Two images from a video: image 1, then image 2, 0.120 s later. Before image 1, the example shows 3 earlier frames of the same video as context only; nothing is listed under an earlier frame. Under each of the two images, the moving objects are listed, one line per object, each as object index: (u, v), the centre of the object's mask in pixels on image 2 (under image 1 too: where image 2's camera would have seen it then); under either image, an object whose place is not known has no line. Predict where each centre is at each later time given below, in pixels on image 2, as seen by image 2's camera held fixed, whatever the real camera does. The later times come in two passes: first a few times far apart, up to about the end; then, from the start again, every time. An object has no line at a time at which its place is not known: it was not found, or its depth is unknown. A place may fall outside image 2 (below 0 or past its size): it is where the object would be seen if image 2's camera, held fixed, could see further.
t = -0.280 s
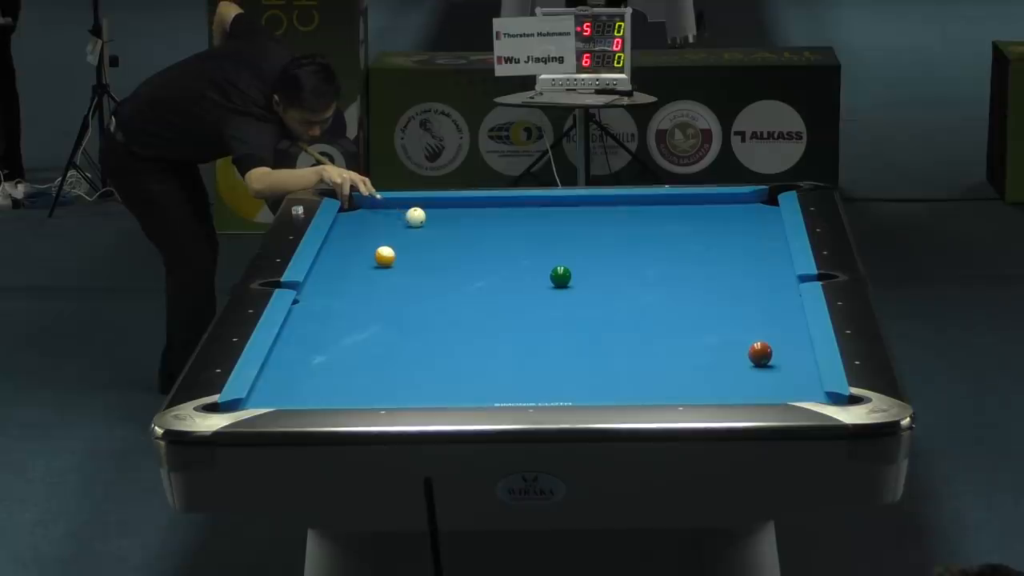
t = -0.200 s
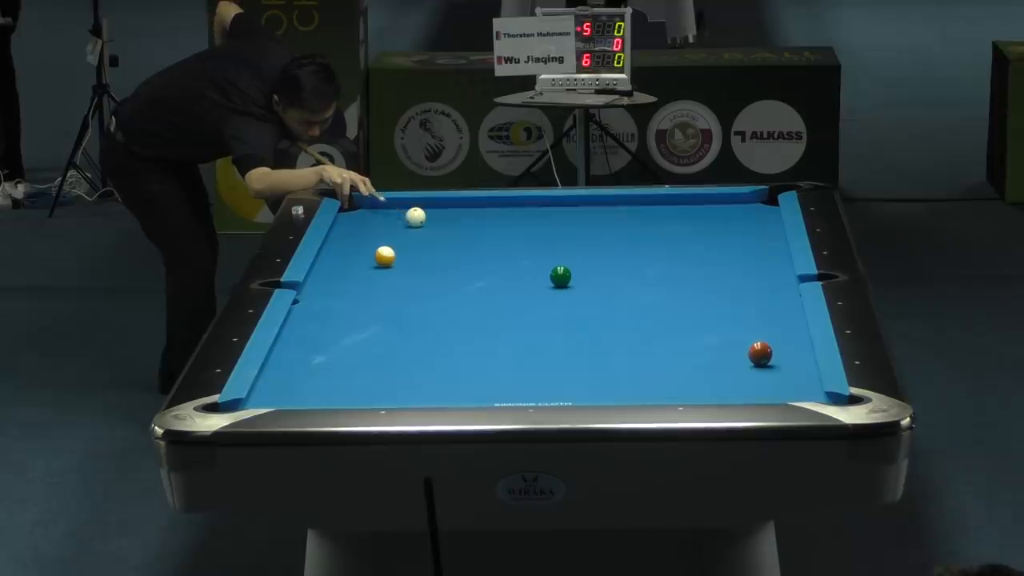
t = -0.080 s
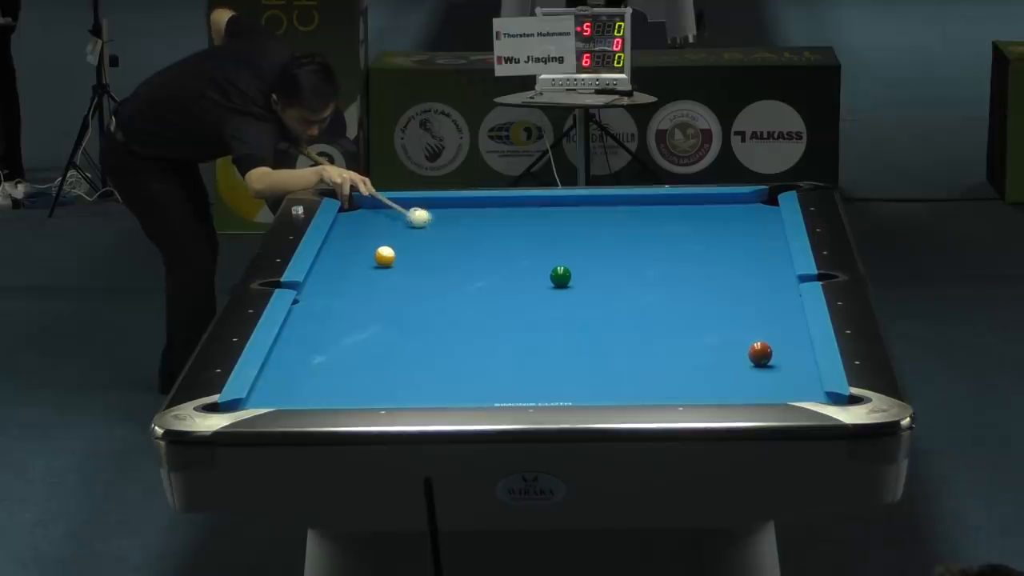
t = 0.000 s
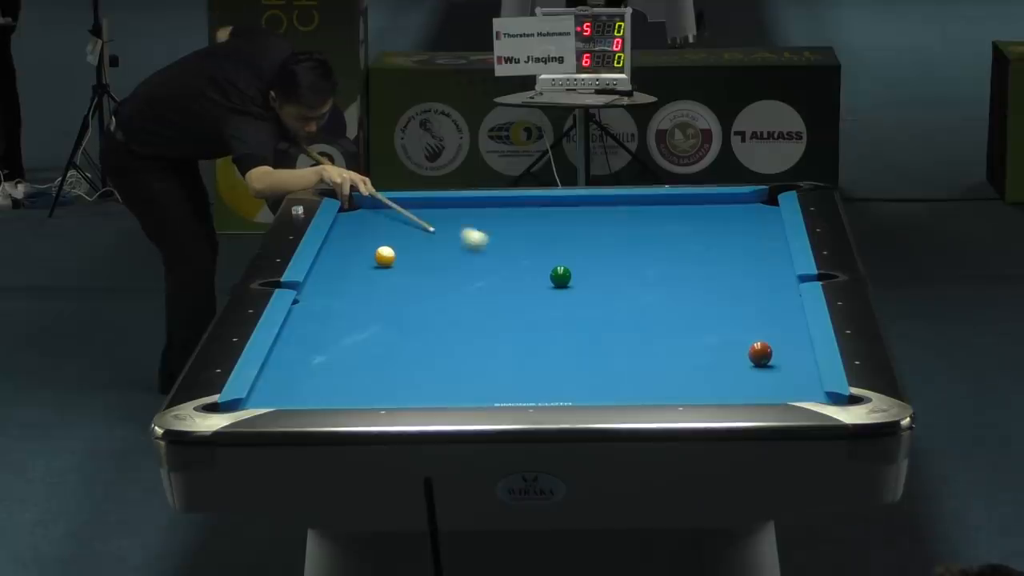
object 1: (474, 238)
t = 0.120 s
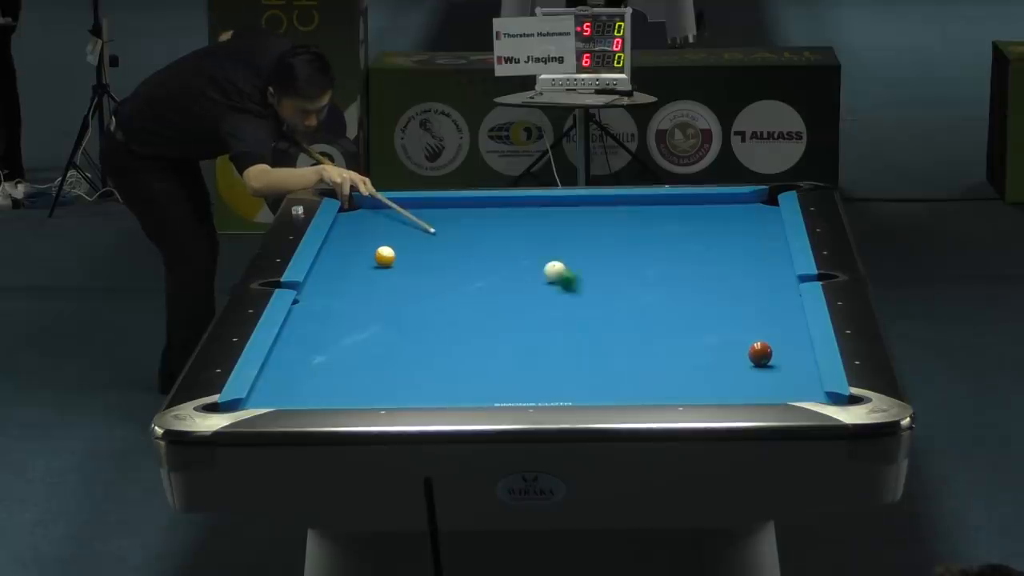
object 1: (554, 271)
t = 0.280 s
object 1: (572, 271)
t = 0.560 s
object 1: (596, 269)
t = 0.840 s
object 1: (618, 266)
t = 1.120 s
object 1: (638, 265)
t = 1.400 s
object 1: (654, 263)
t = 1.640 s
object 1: (667, 262)
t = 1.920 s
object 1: (680, 260)
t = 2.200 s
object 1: (691, 260)
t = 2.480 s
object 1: (700, 259)
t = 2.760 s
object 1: (705, 258)
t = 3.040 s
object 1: (710, 257)
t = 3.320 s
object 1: (711, 257)
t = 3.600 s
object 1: (711, 257)
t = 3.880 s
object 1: (711, 257)
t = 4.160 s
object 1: (711, 257)
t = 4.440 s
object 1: (711, 257)
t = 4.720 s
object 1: (711, 257)
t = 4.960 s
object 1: (711, 257)
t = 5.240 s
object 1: (711, 257)
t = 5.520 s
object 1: (711, 257)
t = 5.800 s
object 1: (711, 257)
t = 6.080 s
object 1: (711, 257)
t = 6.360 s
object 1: (711, 257)
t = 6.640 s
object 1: (711, 257)
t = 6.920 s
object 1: (711, 257)
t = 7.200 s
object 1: (711, 257)
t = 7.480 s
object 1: (711, 257)
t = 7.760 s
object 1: (711, 257)
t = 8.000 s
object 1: (711, 257)
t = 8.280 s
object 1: (711, 257)
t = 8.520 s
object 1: (711, 257)
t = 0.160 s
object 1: (560, 272)
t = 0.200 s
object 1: (564, 272)
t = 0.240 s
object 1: (568, 271)
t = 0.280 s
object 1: (572, 271)
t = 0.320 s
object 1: (575, 270)
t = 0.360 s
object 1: (579, 270)
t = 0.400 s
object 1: (582, 270)
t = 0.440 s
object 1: (586, 270)
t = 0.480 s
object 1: (589, 269)
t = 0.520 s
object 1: (593, 269)
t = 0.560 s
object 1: (596, 269)
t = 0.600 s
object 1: (599, 268)
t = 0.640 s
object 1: (602, 268)
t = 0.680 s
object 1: (606, 268)
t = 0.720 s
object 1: (609, 268)
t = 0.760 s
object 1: (612, 267)
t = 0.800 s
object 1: (615, 267)
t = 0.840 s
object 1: (618, 266)
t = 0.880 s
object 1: (621, 266)
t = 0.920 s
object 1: (623, 266)
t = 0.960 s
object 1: (626, 266)
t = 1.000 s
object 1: (629, 265)
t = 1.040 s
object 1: (632, 265)
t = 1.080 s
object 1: (635, 265)
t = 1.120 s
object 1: (638, 265)
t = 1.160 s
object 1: (640, 264)
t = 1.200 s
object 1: (643, 264)
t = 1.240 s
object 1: (645, 264)
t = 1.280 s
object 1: (647, 264)
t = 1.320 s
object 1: (649, 263)
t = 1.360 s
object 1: (652, 263)
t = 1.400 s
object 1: (654, 263)
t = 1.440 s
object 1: (657, 263)
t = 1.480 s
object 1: (659, 262)
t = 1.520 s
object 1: (661, 262)
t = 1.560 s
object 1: (663, 262)
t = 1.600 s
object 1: (665, 262)
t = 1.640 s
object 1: (667, 262)
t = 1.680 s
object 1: (669, 261)
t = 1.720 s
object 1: (671, 261)
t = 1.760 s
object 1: (673, 261)
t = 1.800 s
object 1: (675, 261)
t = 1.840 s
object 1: (677, 261)
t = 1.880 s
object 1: (679, 261)
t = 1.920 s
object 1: (680, 260)
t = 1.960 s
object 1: (682, 260)
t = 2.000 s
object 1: (684, 260)
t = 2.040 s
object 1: (685, 260)
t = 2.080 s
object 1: (687, 260)
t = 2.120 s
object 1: (688, 260)
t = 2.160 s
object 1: (690, 260)
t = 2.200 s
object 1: (691, 260)
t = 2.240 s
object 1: (693, 259)
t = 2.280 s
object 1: (694, 259)
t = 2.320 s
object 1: (696, 259)
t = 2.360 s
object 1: (697, 259)
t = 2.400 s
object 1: (698, 259)
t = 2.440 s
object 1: (699, 259)
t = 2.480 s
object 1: (700, 259)
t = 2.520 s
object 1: (701, 258)
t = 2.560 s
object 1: (702, 258)
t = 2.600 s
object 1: (702, 258)
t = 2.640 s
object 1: (703, 258)
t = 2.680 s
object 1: (704, 258)
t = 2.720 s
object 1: (705, 258)
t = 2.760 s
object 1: (705, 258)
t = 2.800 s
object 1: (706, 258)
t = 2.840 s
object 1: (707, 257)
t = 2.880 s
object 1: (707, 257)
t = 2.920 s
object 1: (708, 257)
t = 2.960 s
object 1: (708, 257)
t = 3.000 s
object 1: (709, 257)
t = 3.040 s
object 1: (710, 257)
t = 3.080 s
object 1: (710, 257)
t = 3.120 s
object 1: (710, 257)
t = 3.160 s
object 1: (711, 257)
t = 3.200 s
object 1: (711, 257)
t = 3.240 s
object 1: (711, 257)
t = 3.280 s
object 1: (711, 257)
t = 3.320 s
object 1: (711, 257)
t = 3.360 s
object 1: (711, 257)
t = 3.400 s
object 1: (711, 257)
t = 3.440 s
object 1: (711, 257)
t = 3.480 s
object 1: (711, 257)
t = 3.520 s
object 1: (711, 257)
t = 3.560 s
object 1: (711, 257)
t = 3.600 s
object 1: (711, 257)
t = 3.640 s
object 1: (711, 257)
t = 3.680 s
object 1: (711, 257)
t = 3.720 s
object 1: (711, 257)
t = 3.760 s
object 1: (711, 257)
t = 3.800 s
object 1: (711, 257)
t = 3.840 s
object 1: (711, 257)
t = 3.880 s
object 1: (711, 257)
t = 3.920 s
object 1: (711, 257)
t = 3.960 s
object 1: (711, 257)
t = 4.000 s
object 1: (711, 257)
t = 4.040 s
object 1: (711, 257)
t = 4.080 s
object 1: (711, 257)
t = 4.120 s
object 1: (711, 257)
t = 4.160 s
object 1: (711, 257)
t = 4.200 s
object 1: (711, 257)
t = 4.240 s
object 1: (711, 257)
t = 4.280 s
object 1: (711, 257)
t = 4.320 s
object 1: (711, 257)
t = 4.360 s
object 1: (711, 257)
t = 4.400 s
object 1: (711, 257)
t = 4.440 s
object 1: (711, 257)
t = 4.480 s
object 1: (711, 257)
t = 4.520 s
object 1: (711, 257)
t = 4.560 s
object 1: (711, 257)
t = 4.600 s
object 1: (711, 257)
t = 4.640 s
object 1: (711, 257)
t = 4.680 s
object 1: (711, 257)
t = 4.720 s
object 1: (711, 257)
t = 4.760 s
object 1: (711, 257)
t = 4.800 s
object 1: (711, 257)
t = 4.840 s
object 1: (711, 257)
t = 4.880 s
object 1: (711, 257)
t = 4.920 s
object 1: (711, 257)
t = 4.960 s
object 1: (711, 257)
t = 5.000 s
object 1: (711, 257)
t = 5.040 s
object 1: (711, 257)
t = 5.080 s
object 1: (711, 257)
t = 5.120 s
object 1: (711, 257)
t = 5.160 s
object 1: (711, 257)
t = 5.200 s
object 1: (711, 257)
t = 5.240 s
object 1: (711, 257)
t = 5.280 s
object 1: (711, 257)
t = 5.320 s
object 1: (711, 257)
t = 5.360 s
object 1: (711, 257)
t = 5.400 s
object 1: (711, 257)
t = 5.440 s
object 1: (711, 257)
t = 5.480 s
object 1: (711, 257)
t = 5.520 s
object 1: (711, 257)
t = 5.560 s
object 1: (711, 257)
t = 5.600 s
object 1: (711, 257)
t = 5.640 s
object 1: (711, 257)
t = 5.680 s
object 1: (711, 257)
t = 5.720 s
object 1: (711, 257)
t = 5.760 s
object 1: (711, 257)
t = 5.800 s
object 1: (711, 257)
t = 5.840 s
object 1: (711, 257)
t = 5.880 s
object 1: (711, 257)
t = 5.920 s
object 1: (711, 257)
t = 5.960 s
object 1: (711, 257)
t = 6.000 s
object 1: (711, 257)
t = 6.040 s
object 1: (711, 257)
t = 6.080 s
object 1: (711, 257)
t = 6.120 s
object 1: (711, 257)
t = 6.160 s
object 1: (711, 257)
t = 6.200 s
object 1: (711, 257)
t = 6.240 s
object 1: (711, 257)
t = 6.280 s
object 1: (711, 257)
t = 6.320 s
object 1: (711, 257)
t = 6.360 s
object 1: (711, 257)
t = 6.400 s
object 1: (711, 257)
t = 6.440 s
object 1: (711, 257)
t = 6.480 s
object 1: (711, 257)
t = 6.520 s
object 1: (711, 257)
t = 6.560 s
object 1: (711, 257)
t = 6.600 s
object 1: (711, 257)
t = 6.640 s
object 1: (711, 257)
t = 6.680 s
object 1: (711, 257)
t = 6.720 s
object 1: (711, 257)
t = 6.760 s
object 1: (711, 257)
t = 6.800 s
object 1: (711, 257)
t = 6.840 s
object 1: (711, 257)
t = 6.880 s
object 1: (711, 257)
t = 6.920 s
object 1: (711, 257)
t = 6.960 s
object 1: (711, 257)
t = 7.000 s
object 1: (711, 257)
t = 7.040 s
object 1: (711, 257)
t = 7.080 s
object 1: (711, 257)
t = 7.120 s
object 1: (711, 257)
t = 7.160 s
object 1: (711, 257)
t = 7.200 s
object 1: (711, 257)
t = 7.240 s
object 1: (711, 257)
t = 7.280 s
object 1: (711, 257)
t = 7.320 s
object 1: (711, 257)
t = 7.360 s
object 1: (711, 257)
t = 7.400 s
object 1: (711, 257)
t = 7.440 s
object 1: (711, 257)
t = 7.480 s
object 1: (711, 257)
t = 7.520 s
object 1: (711, 257)
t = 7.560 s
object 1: (711, 257)
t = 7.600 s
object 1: (711, 257)
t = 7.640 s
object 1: (711, 257)
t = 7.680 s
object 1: (711, 257)
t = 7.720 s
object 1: (711, 257)
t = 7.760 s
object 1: (711, 257)
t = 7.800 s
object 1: (711, 257)
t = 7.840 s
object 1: (711, 257)
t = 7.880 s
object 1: (711, 257)
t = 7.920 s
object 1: (711, 257)
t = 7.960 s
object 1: (710, 256)
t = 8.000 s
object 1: (711, 257)
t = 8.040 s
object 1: (711, 257)
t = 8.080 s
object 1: (711, 257)
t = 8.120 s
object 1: (711, 257)
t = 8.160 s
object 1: (711, 257)
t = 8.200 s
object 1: (711, 257)
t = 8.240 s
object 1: (711, 257)
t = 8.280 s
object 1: (711, 257)
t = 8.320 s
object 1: (711, 257)
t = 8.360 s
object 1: (711, 257)
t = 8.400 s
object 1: (711, 257)
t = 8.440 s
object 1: (711, 257)
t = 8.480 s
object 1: (711, 257)
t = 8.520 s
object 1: (711, 257)
